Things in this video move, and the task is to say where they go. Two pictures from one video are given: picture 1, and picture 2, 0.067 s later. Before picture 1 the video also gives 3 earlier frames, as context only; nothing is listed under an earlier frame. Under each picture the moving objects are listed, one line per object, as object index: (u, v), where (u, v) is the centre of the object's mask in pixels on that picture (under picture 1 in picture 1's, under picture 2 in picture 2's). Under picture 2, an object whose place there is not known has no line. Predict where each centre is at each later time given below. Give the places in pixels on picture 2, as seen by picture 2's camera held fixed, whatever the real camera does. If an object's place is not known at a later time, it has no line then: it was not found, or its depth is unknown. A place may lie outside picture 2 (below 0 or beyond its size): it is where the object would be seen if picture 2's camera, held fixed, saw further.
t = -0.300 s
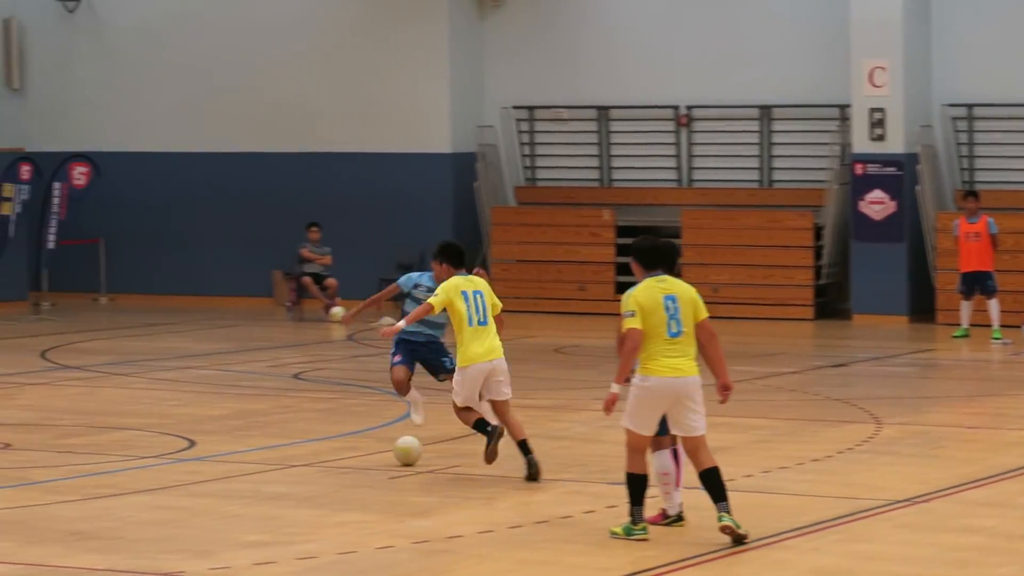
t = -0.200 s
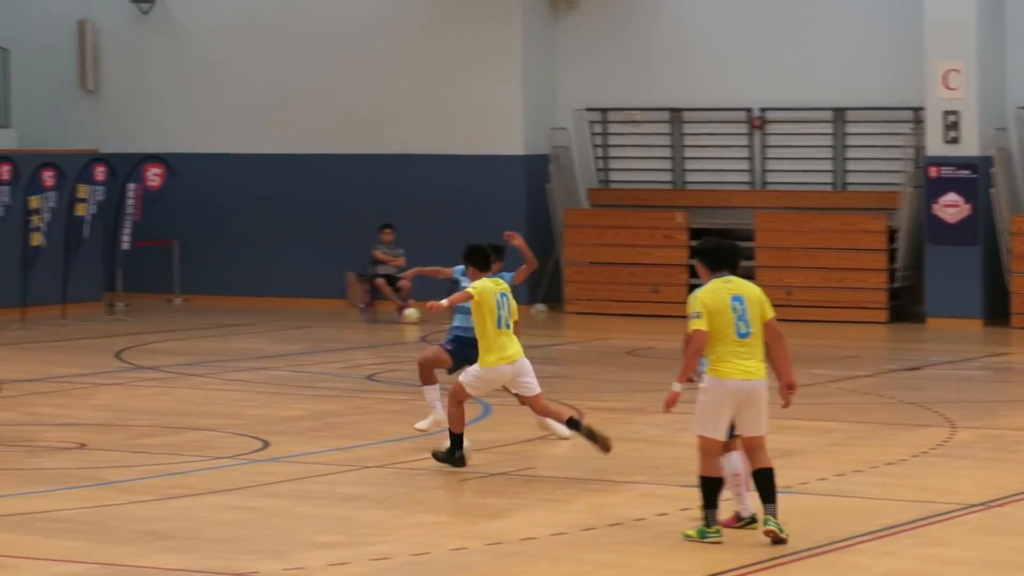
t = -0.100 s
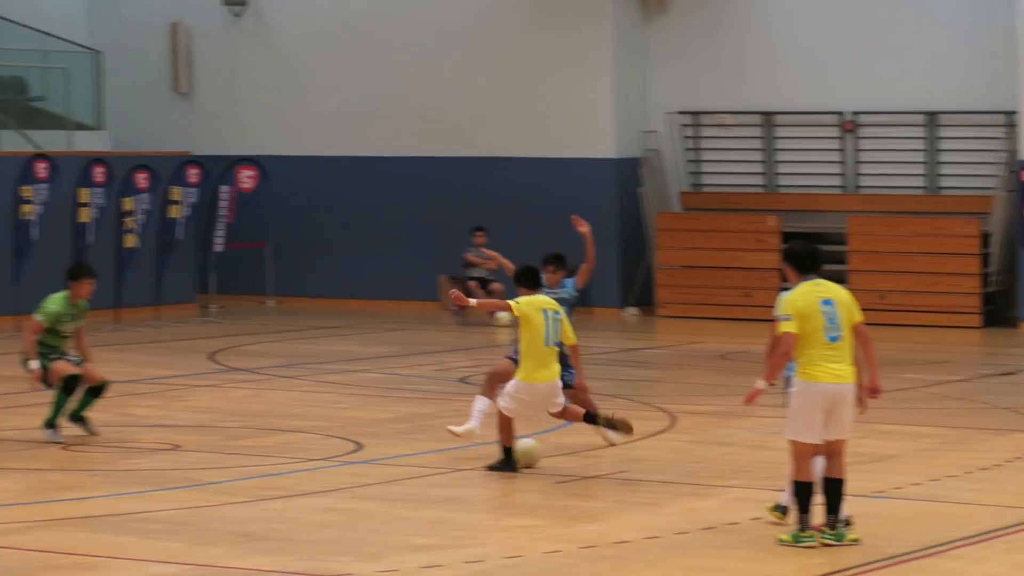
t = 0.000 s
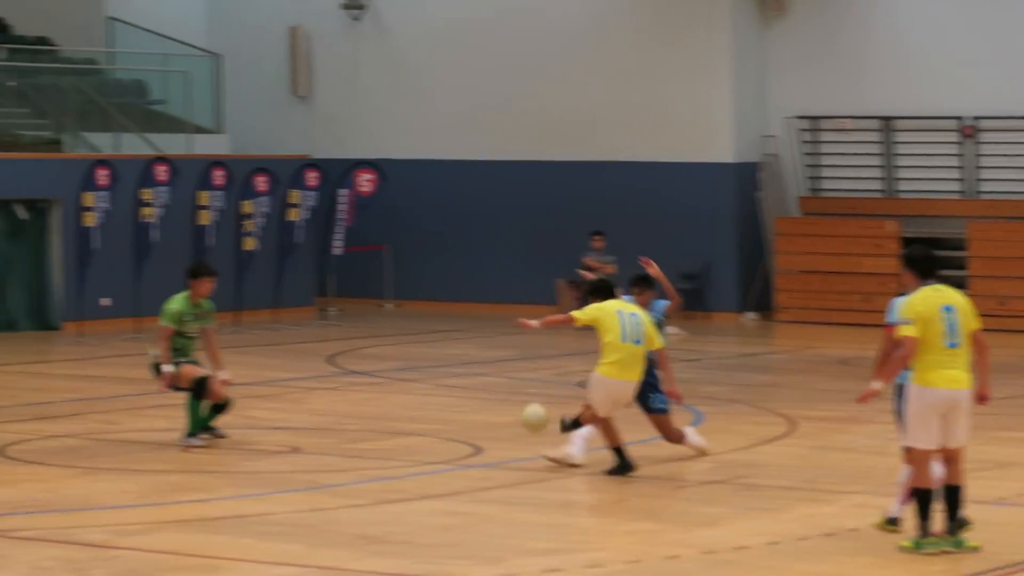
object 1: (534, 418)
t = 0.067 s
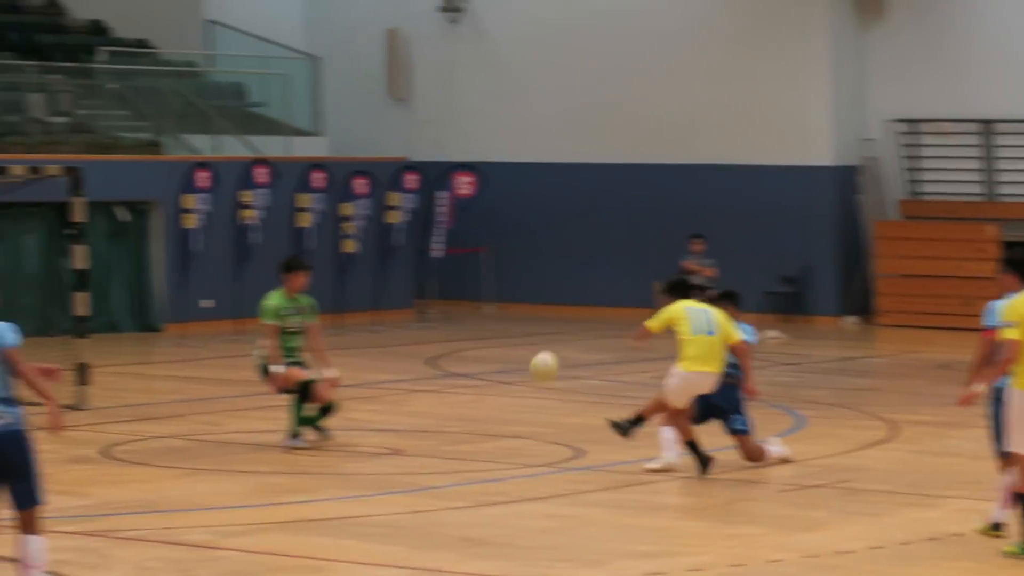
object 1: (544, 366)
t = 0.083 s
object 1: (522, 354)
